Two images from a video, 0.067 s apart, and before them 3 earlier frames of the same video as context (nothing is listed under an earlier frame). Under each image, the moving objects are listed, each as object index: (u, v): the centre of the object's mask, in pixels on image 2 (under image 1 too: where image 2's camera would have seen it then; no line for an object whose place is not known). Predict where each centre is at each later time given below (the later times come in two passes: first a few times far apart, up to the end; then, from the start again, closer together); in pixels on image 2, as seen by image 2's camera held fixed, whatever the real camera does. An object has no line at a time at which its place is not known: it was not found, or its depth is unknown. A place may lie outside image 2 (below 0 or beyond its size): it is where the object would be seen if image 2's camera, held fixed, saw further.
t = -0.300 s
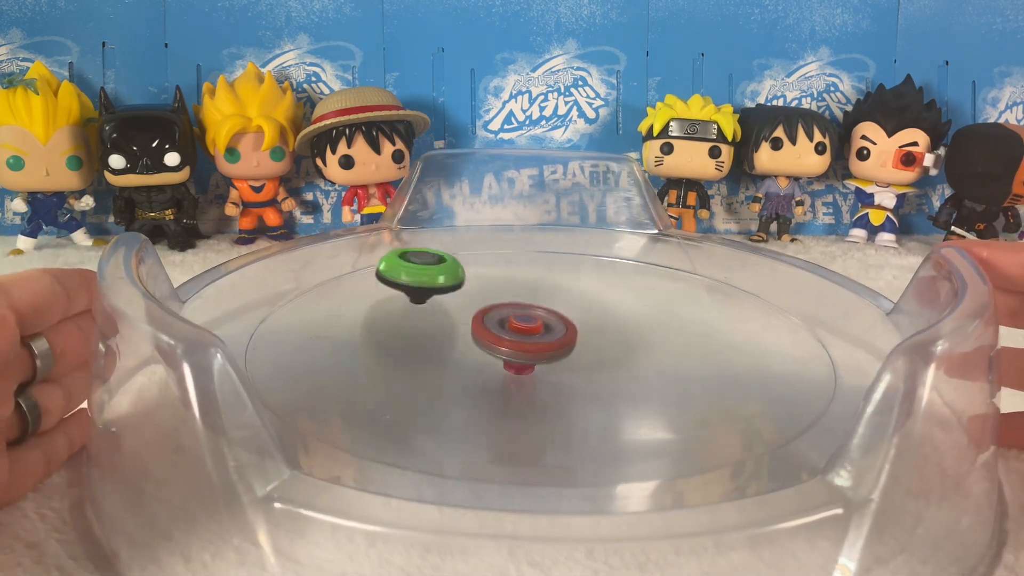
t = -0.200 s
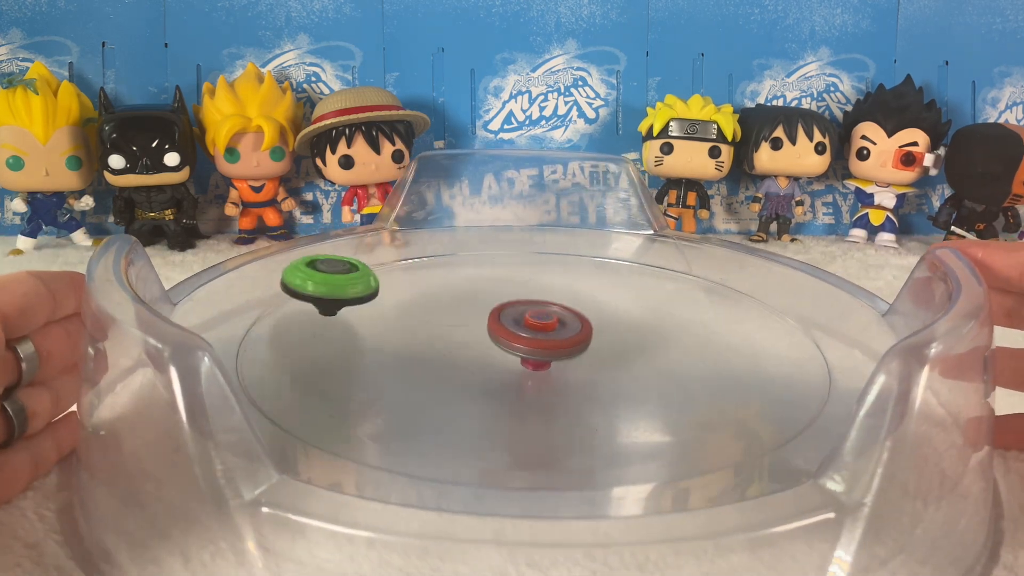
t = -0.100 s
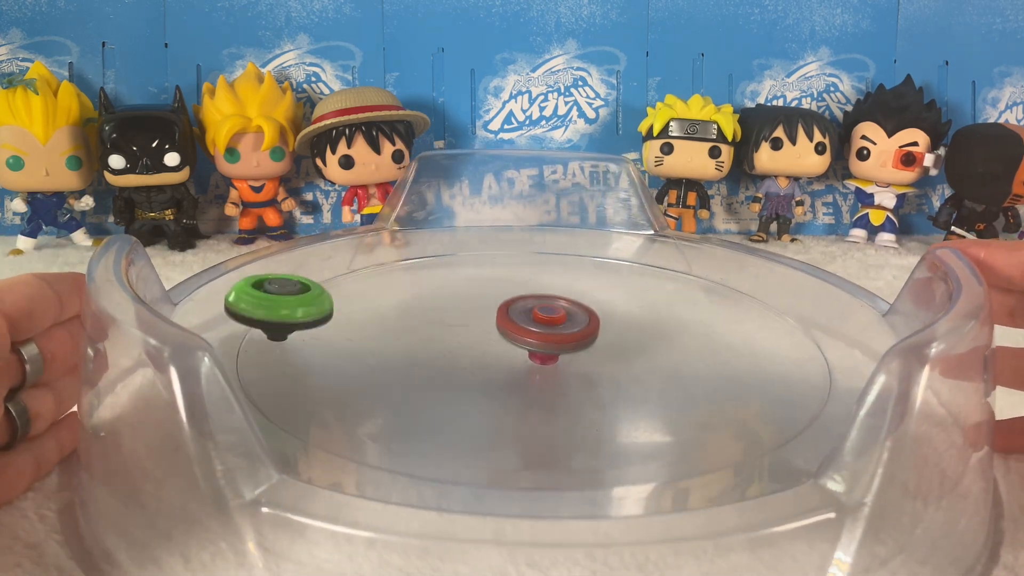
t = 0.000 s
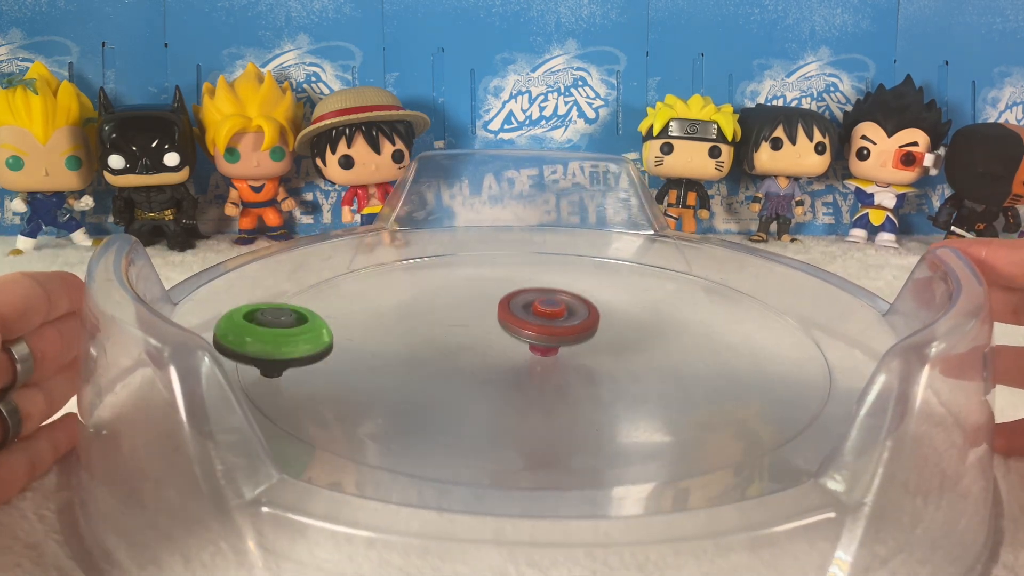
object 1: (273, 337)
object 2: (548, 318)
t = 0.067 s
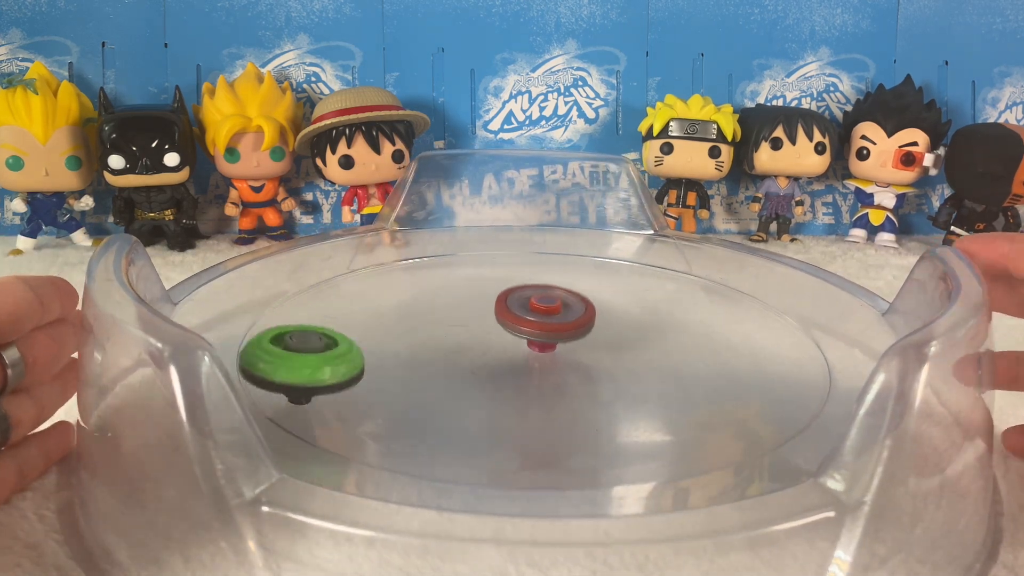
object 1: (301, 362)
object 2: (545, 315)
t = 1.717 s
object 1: (714, 283)
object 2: (558, 343)
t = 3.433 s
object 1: (336, 365)
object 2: (560, 354)
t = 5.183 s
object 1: (655, 298)
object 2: (464, 343)
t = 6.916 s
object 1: (447, 333)
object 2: (586, 350)
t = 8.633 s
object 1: (569, 370)
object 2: (493, 328)
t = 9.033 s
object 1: (590, 338)
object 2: (516, 368)
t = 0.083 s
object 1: (313, 368)
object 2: (544, 314)
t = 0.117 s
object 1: (342, 380)
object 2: (541, 313)
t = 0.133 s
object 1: (360, 386)
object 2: (540, 312)
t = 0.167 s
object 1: (401, 396)
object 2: (537, 311)
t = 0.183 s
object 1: (423, 400)
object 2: (535, 311)
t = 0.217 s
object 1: (470, 405)
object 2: (531, 311)
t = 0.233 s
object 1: (494, 406)
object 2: (530, 311)
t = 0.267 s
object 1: (541, 405)
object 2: (527, 311)
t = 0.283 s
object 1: (563, 403)
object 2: (525, 311)
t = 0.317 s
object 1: (601, 395)
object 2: (522, 312)
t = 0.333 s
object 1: (618, 390)
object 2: (521, 312)
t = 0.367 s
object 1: (646, 377)
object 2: (519, 313)
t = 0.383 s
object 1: (657, 371)
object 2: (519, 314)
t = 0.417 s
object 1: (671, 355)
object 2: (517, 316)
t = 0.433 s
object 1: (675, 347)
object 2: (517, 317)
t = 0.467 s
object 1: (676, 330)
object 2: (517, 319)
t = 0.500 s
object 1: (671, 315)
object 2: (518, 321)
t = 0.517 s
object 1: (666, 307)
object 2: (518, 322)
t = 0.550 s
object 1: (652, 293)
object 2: (520, 324)
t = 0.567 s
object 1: (643, 286)
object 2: (521, 326)
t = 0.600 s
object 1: (623, 274)
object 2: (525, 328)
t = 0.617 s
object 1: (612, 269)
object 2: (526, 329)
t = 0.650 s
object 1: (589, 259)
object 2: (531, 331)
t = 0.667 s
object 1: (577, 256)
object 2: (533, 332)
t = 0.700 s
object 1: (553, 250)
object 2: (538, 333)
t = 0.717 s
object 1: (541, 247)
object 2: (541, 334)
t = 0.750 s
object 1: (519, 244)
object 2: (546, 335)
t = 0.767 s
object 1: (507, 243)
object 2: (548, 335)
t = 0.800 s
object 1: (485, 243)
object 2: (554, 336)
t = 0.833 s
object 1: (464, 244)
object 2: (560, 336)
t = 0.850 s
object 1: (454, 246)
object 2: (563, 336)
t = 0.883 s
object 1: (434, 250)
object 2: (569, 336)
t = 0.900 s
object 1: (425, 252)
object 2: (571, 336)
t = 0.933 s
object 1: (407, 258)
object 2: (576, 336)
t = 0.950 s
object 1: (399, 262)
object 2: (578, 336)
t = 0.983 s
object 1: (384, 271)
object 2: (582, 335)
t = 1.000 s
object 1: (377, 277)
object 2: (585, 334)
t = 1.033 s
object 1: (366, 289)
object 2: (588, 333)
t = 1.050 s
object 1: (362, 296)
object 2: (588, 332)
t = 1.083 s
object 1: (358, 311)
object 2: (590, 331)
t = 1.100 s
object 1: (359, 318)
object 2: (591, 330)
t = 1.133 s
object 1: (367, 334)
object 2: (591, 328)
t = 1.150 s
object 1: (373, 342)
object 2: (591, 328)
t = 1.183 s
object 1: (392, 358)
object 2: (589, 327)
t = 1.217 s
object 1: (419, 372)
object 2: (588, 326)
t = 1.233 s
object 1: (435, 378)
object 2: (586, 325)
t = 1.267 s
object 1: (472, 388)
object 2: (583, 325)
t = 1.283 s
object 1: (493, 392)
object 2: (582, 325)
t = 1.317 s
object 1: (536, 397)
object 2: (579, 325)
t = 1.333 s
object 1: (558, 397)
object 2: (577, 324)
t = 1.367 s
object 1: (602, 396)
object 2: (573, 324)
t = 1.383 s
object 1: (623, 393)
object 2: (572, 325)
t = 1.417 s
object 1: (663, 386)
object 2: (568, 326)
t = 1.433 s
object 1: (680, 382)
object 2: (566, 326)
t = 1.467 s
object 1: (710, 370)
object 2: (563, 327)
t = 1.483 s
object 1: (722, 364)
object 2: (562, 328)
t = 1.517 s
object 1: (740, 350)
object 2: (560, 330)
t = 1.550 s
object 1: (750, 336)
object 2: (558, 332)
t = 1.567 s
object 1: (752, 329)
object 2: (557, 333)
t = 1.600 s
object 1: (751, 316)
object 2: (556, 335)
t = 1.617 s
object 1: (748, 310)
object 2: (556, 336)
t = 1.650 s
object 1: (740, 299)
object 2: (556, 338)
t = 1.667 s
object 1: (735, 294)
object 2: (556, 340)
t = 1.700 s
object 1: (721, 286)
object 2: (557, 342)
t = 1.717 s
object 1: (714, 283)
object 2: (558, 343)
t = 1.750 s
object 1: (696, 277)
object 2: (560, 345)
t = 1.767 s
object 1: (687, 275)
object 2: (562, 347)
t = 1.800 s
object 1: (665, 271)
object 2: (566, 349)
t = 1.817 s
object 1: (654, 269)
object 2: (568, 349)
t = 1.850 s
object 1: (629, 268)
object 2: (573, 351)
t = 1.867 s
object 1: (616, 268)
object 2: (576, 351)
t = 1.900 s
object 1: (589, 268)
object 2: (581, 352)
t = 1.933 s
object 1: (561, 270)
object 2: (586, 352)
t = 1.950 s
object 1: (548, 272)
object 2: (588, 352)
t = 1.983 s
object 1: (521, 277)
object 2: (592, 352)
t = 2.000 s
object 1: (508, 280)
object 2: (595, 352)
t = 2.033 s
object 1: (484, 287)
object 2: (598, 351)
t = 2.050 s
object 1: (472, 291)
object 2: (599, 351)
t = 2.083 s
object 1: (451, 301)
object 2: (601, 350)
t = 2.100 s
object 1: (441, 306)
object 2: (602, 349)
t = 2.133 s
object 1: (424, 317)
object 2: (603, 348)
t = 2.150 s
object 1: (418, 323)
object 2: (603, 347)
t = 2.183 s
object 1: (408, 336)
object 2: (602, 346)
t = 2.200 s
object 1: (405, 342)
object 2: (601, 345)
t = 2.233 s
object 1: (403, 355)
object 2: (599, 344)
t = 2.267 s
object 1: (408, 369)
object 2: (597, 344)
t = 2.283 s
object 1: (413, 375)
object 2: (595, 343)
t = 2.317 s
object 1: (429, 387)
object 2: (591, 342)
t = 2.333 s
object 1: (439, 392)
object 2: (589, 342)
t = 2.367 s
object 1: (465, 402)
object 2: (585, 342)
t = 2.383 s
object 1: (479, 406)
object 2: (583, 342)
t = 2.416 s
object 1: (513, 412)
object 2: (578, 342)
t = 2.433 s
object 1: (531, 415)
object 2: (575, 342)
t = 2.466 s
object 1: (570, 417)
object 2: (570, 341)
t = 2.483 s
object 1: (589, 417)
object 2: (568, 341)
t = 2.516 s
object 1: (626, 415)
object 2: (562, 343)
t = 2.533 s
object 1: (644, 413)
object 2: (561, 344)
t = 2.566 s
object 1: (675, 407)
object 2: (556, 345)
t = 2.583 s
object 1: (689, 403)
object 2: (554, 346)
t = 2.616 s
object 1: (712, 395)
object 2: (550, 347)
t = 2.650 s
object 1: (728, 385)
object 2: (547, 349)
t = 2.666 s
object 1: (733, 380)
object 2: (546, 351)
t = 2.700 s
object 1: (738, 369)
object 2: (543, 353)
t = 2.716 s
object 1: (738, 364)
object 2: (542, 354)
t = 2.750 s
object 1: (732, 353)
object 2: (540, 356)
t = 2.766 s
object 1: (727, 348)
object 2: (540, 357)
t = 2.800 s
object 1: (713, 339)
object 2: (539, 359)
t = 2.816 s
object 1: (704, 334)
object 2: (539, 360)
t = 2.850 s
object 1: (684, 326)
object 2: (540, 362)
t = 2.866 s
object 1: (672, 323)
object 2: (541, 363)
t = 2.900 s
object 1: (648, 316)
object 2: (543, 364)
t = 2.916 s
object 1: (635, 314)
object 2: (544, 365)
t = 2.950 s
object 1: (607, 309)
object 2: (547, 366)
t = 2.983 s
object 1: (580, 305)
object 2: (550, 367)
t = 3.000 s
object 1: (565, 304)
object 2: (553, 367)
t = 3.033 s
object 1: (536, 302)
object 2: (557, 367)
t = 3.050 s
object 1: (522, 301)
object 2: (559, 367)
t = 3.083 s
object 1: (493, 300)
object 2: (563, 367)
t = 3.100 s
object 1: (479, 301)
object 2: (564, 367)
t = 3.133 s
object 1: (451, 302)
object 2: (567, 366)
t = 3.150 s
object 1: (438, 304)
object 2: (569, 366)
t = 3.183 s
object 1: (412, 307)
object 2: (572, 365)
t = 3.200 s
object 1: (401, 309)
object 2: (572, 364)
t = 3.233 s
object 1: (379, 313)
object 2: (573, 363)
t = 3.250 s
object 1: (369, 316)
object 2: (574, 362)
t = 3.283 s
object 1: (352, 323)
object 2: (574, 361)
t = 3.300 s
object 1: (345, 327)
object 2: (573, 360)
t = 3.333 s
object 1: (334, 335)
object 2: (571, 358)
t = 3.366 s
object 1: (329, 345)
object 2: (568, 357)
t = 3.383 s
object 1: (328, 350)
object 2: (566, 356)
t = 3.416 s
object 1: (331, 360)
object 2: (562, 355)
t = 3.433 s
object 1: (336, 365)
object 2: (560, 354)
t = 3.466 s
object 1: (349, 376)
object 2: (554, 353)
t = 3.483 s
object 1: (358, 380)
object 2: (551, 353)
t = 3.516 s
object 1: (380, 390)
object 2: (545, 352)
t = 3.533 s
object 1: (394, 394)
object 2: (542, 352)
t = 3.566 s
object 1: (424, 400)
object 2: (536, 351)
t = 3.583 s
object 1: (441, 403)
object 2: (532, 351)
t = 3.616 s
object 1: (475, 406)
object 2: (526, 349)
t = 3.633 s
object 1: (493, 407)
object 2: (523, 347)
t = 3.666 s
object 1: (527, 406)
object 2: (516, 346)
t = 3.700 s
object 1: (557, 403)
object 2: (509, 347)
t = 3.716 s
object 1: (571, 400)
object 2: (506, 350)
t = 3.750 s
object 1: (595, 394)
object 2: (503, 353)
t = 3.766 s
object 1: (606, 389)
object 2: (501, 353)
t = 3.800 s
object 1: (621, 379)
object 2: (497, 354)
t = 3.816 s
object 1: (627, 374)
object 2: (495, 355)
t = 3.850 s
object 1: (634, 363)
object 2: (491, 356)
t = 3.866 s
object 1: (635, 357)
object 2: (490, 357)
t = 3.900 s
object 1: (633, 345)
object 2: (489, 358)
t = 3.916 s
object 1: (631, 339)
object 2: (488, 358)
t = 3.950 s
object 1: (623, 328)
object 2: (488, 360)
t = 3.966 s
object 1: (618, 323)
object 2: (489, 360)
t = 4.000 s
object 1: (605, 313)
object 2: (490, 362)
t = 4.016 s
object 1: (598, 308)
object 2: (491, 362)
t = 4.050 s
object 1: (581, 299)
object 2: (493, 363)
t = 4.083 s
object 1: (563, 291)
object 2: (497, 364)
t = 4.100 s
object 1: (554, 288)
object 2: (499, 365)
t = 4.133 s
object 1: (534, 281)
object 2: (504, 365)
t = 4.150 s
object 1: (523, 279)
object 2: (506, 365)
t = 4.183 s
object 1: (502, 275)
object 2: (510, 365)
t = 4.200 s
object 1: (492, 274)
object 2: (513, 365)
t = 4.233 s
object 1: (471, 272)
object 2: (517, 365)
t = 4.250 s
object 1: (461, 272)
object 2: (519, 364)
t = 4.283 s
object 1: (441, 273)
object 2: (522, 363)
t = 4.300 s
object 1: (432, 274)
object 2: (524, 362)
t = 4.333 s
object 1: (414, 277)
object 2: (525, 360)
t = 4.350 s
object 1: (406, 280)
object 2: (526, 360)
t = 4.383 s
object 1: (392, 285)
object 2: (527, 358)
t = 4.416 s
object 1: (381, 292)
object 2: (527, 356)
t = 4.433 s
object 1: (377, 297)
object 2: (526, 355)
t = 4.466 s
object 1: (371, 306)
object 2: (525, 352)
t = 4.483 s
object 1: (370, 311)
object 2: (524, 351)
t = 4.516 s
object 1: (370, 321)
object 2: (522, 349)
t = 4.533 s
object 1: (373, 327)
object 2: (521, 349)
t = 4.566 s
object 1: (382, 338)
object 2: (518, 347)
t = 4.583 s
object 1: (388, 343)
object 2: (516, 346)
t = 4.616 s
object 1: (404, 354)
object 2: (512, 344)
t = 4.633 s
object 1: (413, 359)
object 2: (511, 343)
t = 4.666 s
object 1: (431, 368)
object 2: (512, 340)
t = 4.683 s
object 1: (443, 372)
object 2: (513, 338)
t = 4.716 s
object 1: (470, 378)
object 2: (510, 332)
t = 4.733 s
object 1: (484, 381)
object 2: (507, 330)
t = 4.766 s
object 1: (514, 384)
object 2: (500, 329)
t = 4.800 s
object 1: (545, 385)
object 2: (495, 332)
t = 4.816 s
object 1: (560, 385)
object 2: (494, 334)
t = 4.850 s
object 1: (590, 382)
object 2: (490, 333)
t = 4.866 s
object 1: (603, 379)
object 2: (487, 333)
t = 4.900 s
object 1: (628, 373)
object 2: (482, 333)
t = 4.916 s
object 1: (639, 370)
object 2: (479, 333)
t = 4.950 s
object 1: (657, 361)
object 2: (475, 333)
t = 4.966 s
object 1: (664, 356)
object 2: (472, 333)
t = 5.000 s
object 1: (675, 347)
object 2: (468, 334)
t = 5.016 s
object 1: (678, 342)
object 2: (466, 335)
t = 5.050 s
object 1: (681, 332)
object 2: (464, 336)
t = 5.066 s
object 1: (681, 327)
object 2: (463, 337)
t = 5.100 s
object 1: (678, 317)
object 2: (462, 338)
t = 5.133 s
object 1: (671, 309)
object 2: (462, 340)
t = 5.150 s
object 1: (667, 305)
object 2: (462, 341)
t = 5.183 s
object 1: (655, 298)
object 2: (464, 343)
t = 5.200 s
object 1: (648, 295)
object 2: (466, 344)
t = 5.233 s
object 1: (632, 290)
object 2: (469, 346)
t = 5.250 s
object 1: (624, 288)
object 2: (471, 346)
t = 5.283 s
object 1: (606, 285)
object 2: (476, 348)
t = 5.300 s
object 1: (597, 284)
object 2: (479, 348)
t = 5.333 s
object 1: (578, 283)
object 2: (485, 349)
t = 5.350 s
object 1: (568, 283)
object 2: (488, 350)
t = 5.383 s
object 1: (549, 284)
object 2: (494, 350)
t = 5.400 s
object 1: (539, 285)
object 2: (497, 350)
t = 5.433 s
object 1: (521, 289)
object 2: (503, 349)
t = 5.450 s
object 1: (512, 290)
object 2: (505, 349)
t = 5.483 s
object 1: (494, 295)
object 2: (511, 348)
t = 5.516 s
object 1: (478, 299)
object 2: (516, 346)
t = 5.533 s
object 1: (469, 302)
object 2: (518, 345)
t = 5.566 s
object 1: (454, 309)
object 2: (525, 346)
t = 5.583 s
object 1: (448, 312)
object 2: (530, 347)
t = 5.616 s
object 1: (436, 318)
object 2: (537, 348)
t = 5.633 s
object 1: (432, 321)
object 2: (539, 348)
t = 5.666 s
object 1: (425, 330)
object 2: (543, 348)
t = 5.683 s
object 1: (423, 334)
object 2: (545, 347)
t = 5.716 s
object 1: (421, 344)
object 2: (547, 345)
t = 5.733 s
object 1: (422, 348)
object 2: (548, 344)
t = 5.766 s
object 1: (426, 357)
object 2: (550, 342)
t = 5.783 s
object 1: (429, 362)
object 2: (551, 340)
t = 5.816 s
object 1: (439, 370)
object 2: (552, 337)
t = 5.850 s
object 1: (453, 377)
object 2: (553, 334)
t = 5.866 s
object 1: (461, 381)
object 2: (552, 333)
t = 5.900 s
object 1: (478, 387)
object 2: (551, 330)
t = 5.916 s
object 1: (488, 389)
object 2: (550, 328)
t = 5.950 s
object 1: (510, 393)
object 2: (547, 325)
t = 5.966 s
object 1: (521, 394)
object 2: (545, 323)
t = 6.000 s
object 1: (544, 395)
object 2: (541, 321)
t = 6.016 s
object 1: (555, 395)
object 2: (538, 320)
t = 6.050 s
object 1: (577, 394)
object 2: (532, 318)
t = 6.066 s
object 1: (588, 393)
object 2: (529, 317)
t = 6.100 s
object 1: (606, 390)
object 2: (524, 316)
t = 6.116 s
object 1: (614, 387)
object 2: (520, 315)
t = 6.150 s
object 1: (628, 382)
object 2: (514, 315)
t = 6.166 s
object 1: (634, 379)
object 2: (511, 315)
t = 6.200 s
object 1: (643, 373)
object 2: (505, 315)
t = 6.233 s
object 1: (648, 366)
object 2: (499, 316)
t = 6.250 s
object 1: (649, 363)
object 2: (497, 317)
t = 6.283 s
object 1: (648, 356)
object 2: (492, 318)
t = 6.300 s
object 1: (646, 353)
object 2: (490, 320)
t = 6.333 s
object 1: (641, 346)
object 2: (486, 322)
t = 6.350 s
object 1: (637, 343)
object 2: (485, 323)
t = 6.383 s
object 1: (627, 338)
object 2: (484, 327)
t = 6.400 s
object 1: (622, 335)
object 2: (484, 328)
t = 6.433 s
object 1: (610, 330)
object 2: (485, 331)
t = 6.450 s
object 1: (603, 328)
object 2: (486, 333)
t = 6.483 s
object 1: (589, 324)
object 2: (489, 337)
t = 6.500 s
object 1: (583, 322)
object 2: (492, 338)
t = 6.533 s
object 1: (574, 317)
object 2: (490, 342)
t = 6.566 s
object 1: (563, 313)
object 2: (489, 346)
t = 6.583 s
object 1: (557, 312)
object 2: (490, 348)
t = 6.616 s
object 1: (541, 307)
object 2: (494, 352)
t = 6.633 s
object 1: (532, 306)
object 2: (498, 353)
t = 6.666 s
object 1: (515, 306)
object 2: (506, 355)
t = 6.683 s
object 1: (507, 306)
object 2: (511, 357)
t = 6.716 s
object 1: (492, 308)
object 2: (522, 358)
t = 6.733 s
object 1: (486, 310)
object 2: (528, 358)
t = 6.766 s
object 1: (475, 314)
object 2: (540, 359)
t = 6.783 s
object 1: (470, 316)
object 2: (546, 358)
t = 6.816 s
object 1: (462, 320)
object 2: (557, 358)
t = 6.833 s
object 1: (459, 322)
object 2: (562, 357)
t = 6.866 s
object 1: (452, 326)
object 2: (573, 355)
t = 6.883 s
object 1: (450, 328)
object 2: (577, 354)
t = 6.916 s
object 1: (447, 333)
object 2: (586, 350)
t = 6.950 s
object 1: (445, 338)
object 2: (592, 347)
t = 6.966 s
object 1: (445, 340)
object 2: (594, 345)
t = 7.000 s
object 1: (447, 345)
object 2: (598, 341)
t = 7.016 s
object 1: (449, 347)
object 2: (598, 339)
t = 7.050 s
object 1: (453, 352)
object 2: (599, 334)
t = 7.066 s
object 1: (456, 354)
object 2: (598, 332)
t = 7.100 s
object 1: (464, 358)
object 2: (596, 328)
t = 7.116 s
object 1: (468, 360)
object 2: (593, 326)
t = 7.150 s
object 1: (477, 363)
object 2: (588, 322)
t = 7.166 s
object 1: (483, 364)
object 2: (585, 321)
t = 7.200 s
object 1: (494, 367)
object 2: (577, 318)
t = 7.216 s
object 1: (500, 368)
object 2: (573, 317)
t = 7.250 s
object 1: (512, 369)
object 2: (564, 315)
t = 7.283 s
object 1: (523, 369)
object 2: (554, 312)
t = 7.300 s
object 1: (529, 368)
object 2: (549, 311)
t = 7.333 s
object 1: (540, 368)
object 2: (538, 310)
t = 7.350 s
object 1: (545, 367)
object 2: (534, 310)
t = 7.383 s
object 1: (554, 365)
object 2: (523, 311)
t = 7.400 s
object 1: (559, 364)
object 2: (518, 313)
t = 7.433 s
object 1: (566, 361)
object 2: (509, 316)
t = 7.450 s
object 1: (569, 360)
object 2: (505, 318)
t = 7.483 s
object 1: (576, 358)
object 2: (498, 321)
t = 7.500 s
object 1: (581, 357)
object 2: (494, 322)
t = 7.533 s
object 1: (587, 354)
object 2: (487, 324)
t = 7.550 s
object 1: (589, 352)
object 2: (484, 326)
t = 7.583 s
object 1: (592, 348)
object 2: (480, 330)
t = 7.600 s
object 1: (593, 346)
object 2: (479, 332)
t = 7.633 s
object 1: (594, 342)
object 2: (478, 337)
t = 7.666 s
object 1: (593, 339)
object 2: (479, 341)
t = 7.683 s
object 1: (592, 337)
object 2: (480, 344)
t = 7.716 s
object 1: (588, 334)
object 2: (485, 348)
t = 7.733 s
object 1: (586, 332)
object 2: (487, 351)
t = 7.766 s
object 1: (582, 329)
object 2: (495, 355)
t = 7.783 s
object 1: (579, 327)
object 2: (499, 357)
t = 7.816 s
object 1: (573, 324)
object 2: (509, 360)
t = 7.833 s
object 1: (570, 322)
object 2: (514, 362)
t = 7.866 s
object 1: (561, 319)
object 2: (526, 364)
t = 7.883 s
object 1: (557, 318)
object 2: (532, 365)
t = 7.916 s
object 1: (547, 317)
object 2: (546, 365)
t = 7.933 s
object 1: (541, 317)
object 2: (552, 365)
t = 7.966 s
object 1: (531, 319)
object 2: (565, 364)
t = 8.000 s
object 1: (521, 322)
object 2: (578, 363)
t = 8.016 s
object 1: (517, 324)
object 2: (583, 361)
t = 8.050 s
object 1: (510, 329)
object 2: (593, 358)
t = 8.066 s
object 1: (508, 330)
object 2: (596, 357)
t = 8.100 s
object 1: (503, 334)
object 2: (603, 353)
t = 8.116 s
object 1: (501, 336)
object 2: (605, 351)
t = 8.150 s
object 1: (497, 339)
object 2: (608, 347)
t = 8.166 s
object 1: (496, 341)
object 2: (608, 344)
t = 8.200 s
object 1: (494, 344)
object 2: (607, 340)
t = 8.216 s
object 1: (493, 346)
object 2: (606, 338)
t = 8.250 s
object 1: (493, 349)
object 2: (602, 334)
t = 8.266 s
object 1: (494, 351)
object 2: (600, 332)
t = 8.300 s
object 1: (496, 354)
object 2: (593, 329)
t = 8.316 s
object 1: (497, 356)
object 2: (589, 327)
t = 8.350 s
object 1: (501, 359)
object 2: (580, 324)
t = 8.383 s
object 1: (507, 362)
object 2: (571, 322)
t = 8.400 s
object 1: (510, 364)
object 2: (566, 320)
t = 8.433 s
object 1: (516, 366)
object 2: (556, 317)
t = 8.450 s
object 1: (520, 367)
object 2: (550, 316)
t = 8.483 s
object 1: (528, 368)
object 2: (539, 316)
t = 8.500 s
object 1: (532, 369)
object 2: (533, 316)
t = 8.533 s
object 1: (541, 369)
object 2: (521, 317)
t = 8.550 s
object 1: (545, 369)
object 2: (516, 318)
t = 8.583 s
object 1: (554, 369)
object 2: (506, 322)
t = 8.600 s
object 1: (557, 369)
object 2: (501, 325)
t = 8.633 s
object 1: (569, 370)
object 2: (493, 328)
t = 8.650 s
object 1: (574, 370)
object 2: (489, 328)
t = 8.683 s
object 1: (584, 370)
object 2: (481, 330)
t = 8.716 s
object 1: (592, 368)
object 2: (474, 333)
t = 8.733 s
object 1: (595, 367)
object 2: (472, 334)
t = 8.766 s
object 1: (601, 364)
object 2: (469, 338)
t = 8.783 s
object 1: (603, 363)
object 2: (469, 340)
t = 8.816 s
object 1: (606, 360)
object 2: (468, 345)
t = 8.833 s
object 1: (606, 358)
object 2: (469, 347)
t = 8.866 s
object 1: (606, 355)
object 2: (472, 352)
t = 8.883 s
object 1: (605, 353)
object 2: (475, 354)
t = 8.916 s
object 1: (603, 350)
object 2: (481, 358)
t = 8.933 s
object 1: (601, 349)
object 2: (485, 360)
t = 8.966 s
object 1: (598, 346)
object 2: (494, 363)
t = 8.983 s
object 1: (596, 344)
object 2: (499, 365)
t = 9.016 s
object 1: (593, 341)
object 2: (510, 367)
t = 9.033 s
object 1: (590, 338)
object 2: (516, 368)
